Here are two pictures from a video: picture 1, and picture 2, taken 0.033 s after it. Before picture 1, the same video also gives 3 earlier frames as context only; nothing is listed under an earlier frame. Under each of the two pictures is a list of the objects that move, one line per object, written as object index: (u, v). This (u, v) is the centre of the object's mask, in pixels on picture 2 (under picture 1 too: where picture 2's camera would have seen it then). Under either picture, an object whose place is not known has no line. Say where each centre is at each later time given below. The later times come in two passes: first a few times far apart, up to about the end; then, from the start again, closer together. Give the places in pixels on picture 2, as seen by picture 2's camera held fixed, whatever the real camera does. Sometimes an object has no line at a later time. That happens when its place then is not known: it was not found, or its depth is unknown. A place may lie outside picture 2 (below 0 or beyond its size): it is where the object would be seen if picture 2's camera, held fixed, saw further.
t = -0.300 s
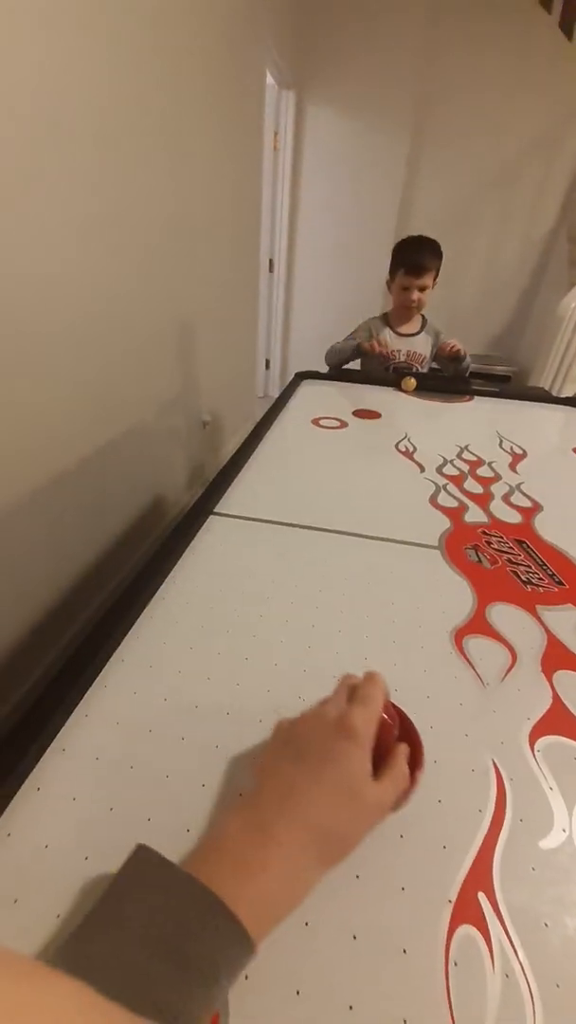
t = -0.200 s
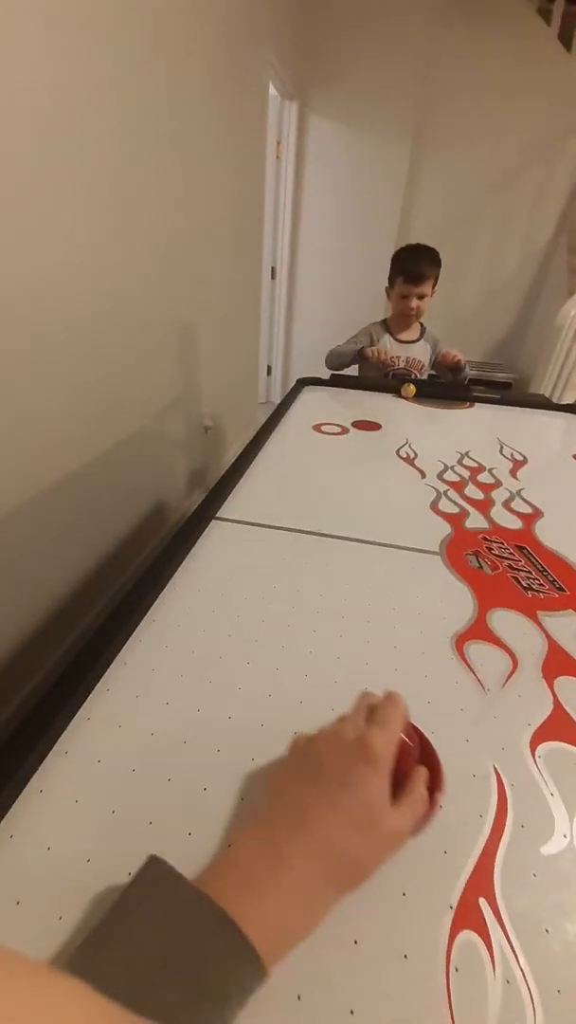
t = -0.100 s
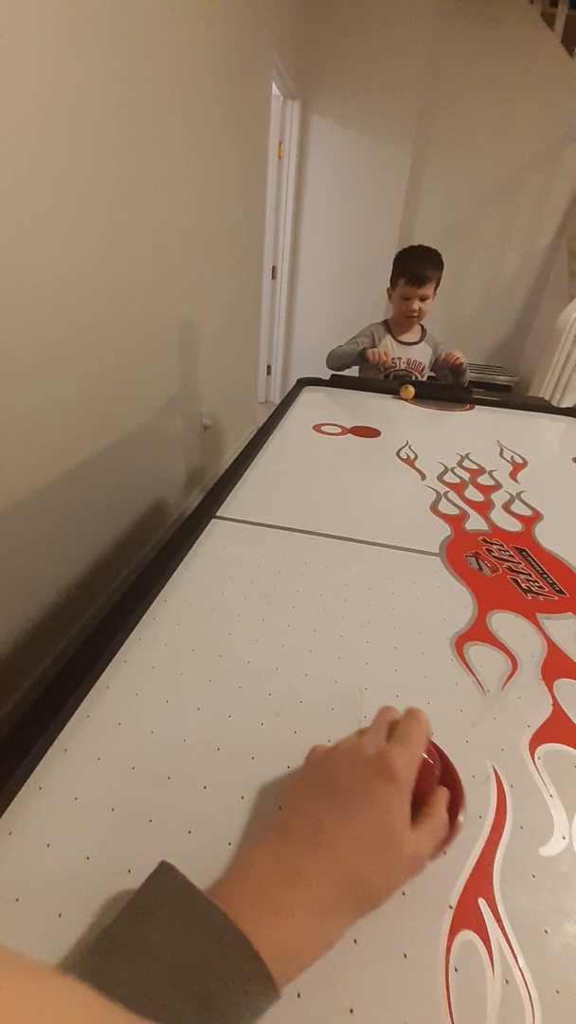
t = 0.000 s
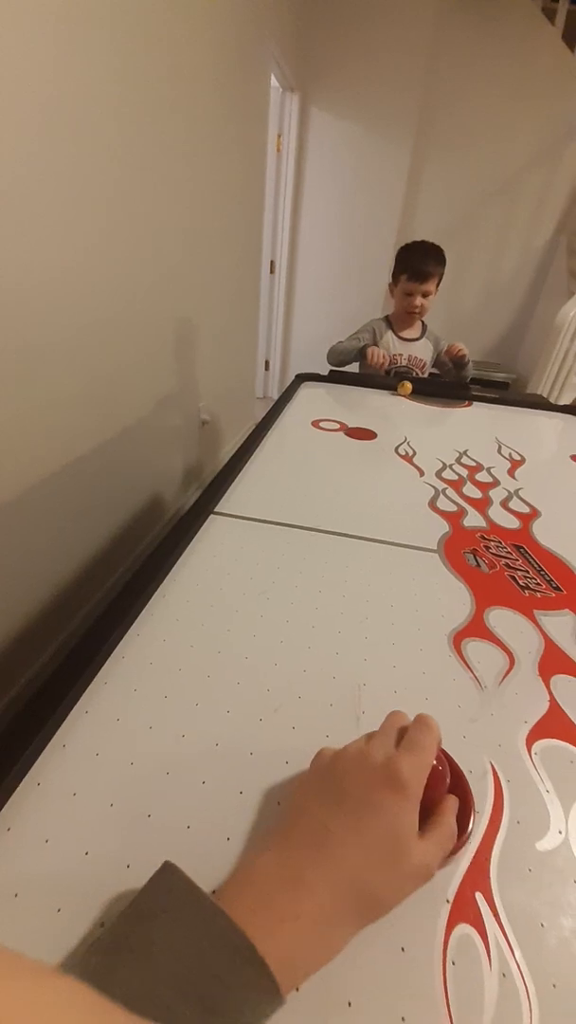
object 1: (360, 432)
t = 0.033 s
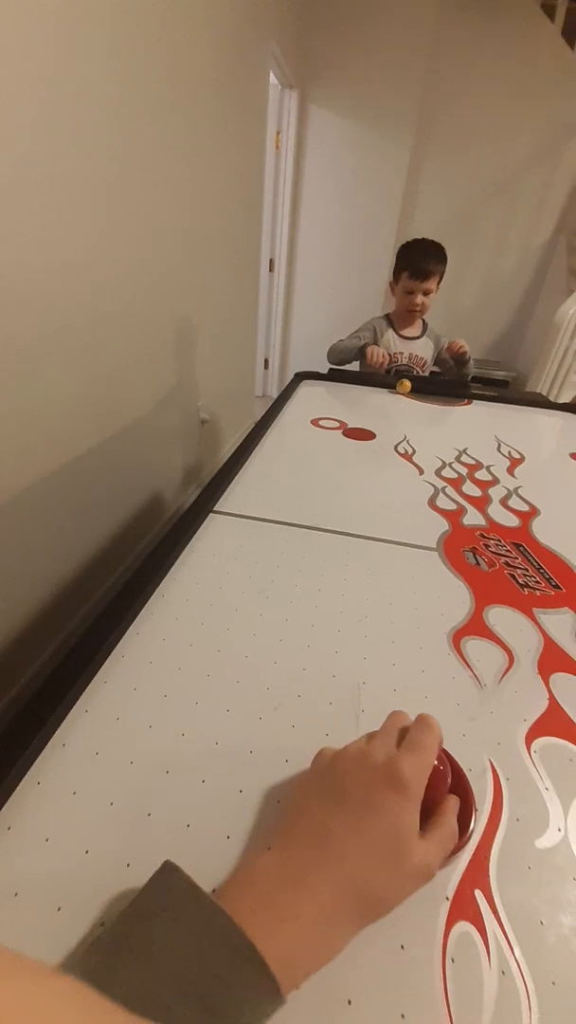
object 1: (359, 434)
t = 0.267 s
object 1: (350, 449)
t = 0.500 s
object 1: (336, 465)
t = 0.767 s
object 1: (317, 483)
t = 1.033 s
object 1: (291, 499)
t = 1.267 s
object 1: (260, 515)
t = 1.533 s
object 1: (235, 531)
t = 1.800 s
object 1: (246, 550)
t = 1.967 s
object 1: (247, 559)
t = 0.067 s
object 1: (358, 436)
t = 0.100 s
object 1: (357, 438)
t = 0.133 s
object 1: (355, 440)
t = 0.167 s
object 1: (354, 442)
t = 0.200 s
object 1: (353, 444)
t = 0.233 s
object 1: (351, 447)
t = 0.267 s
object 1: (350, 449)
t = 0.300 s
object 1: (348, 451)
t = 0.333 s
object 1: (346, 454)
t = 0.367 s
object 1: (345, 456)
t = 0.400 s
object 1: (343, 458)
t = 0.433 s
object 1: (341, 461)
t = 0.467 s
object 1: (339, 463)
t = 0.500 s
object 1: (336, 465)
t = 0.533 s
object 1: (334, 468)
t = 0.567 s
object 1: (332, 470)
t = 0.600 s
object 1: (330, 472)
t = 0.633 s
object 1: (328, 474)
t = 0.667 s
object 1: (325, 477)
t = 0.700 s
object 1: (323, 479)
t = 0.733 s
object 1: (320, 480)
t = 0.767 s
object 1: (317, 483)
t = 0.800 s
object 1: (314, 485)
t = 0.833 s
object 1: (311, 487)
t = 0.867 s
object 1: (308, 489)
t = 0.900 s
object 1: (305, 491)
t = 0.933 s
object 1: (302, 493)
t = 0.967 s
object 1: (299, 495)
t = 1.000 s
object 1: (295, 498)
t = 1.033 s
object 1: (291, 499)
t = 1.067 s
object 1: (287, 501)
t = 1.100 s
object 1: (283, 504)
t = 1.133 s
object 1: (279, 506)
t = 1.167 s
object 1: (274, 509)
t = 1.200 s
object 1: (270, 510)
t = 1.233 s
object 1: (265, 512)
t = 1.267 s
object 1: (260, 515)
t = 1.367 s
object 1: (243, 521)
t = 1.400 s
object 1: (237, 522)
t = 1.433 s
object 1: (230, 524)
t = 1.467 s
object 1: (230, 526)
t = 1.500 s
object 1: (233, 529)
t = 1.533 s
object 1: (235, 531)
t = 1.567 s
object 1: (237, 534)
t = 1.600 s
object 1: (238, 537)
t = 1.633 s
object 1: (240, 539)
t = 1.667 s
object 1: (241, 541)
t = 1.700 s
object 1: (243, 543)
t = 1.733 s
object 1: (244, 545)
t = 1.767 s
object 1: (245, 547)
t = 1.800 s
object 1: (246, 550)
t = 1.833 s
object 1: (246, 551)
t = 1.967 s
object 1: (247, 559)
